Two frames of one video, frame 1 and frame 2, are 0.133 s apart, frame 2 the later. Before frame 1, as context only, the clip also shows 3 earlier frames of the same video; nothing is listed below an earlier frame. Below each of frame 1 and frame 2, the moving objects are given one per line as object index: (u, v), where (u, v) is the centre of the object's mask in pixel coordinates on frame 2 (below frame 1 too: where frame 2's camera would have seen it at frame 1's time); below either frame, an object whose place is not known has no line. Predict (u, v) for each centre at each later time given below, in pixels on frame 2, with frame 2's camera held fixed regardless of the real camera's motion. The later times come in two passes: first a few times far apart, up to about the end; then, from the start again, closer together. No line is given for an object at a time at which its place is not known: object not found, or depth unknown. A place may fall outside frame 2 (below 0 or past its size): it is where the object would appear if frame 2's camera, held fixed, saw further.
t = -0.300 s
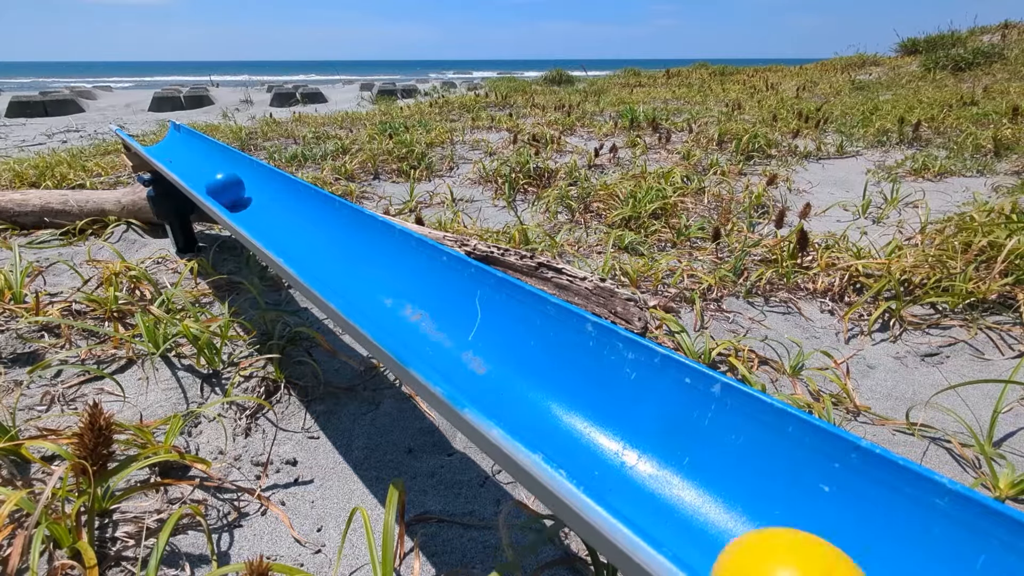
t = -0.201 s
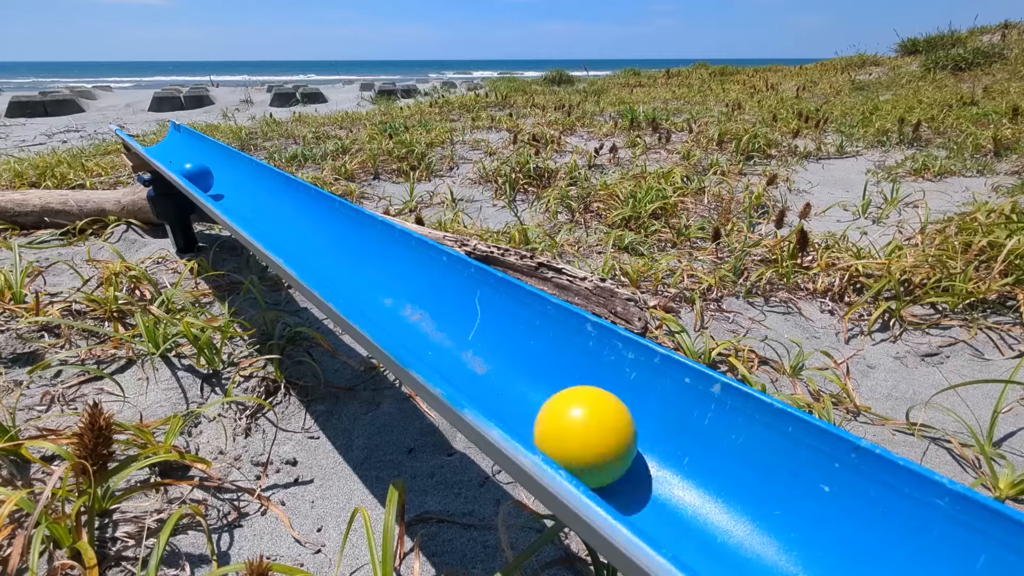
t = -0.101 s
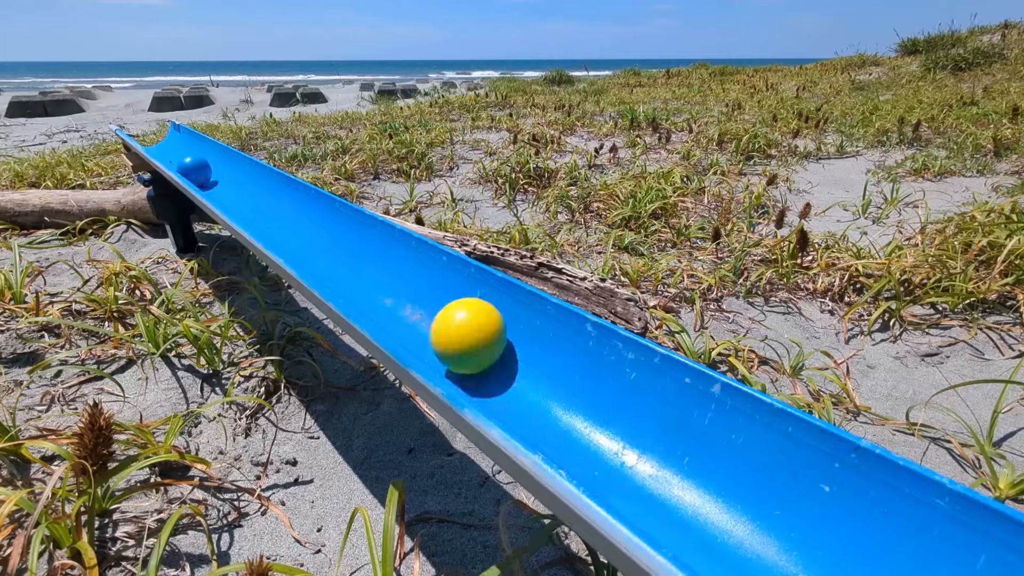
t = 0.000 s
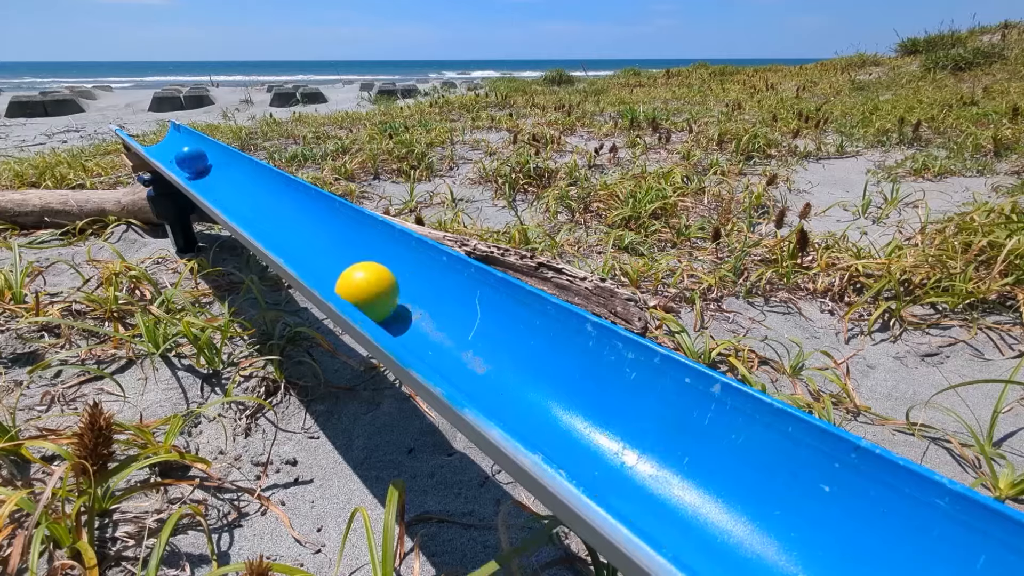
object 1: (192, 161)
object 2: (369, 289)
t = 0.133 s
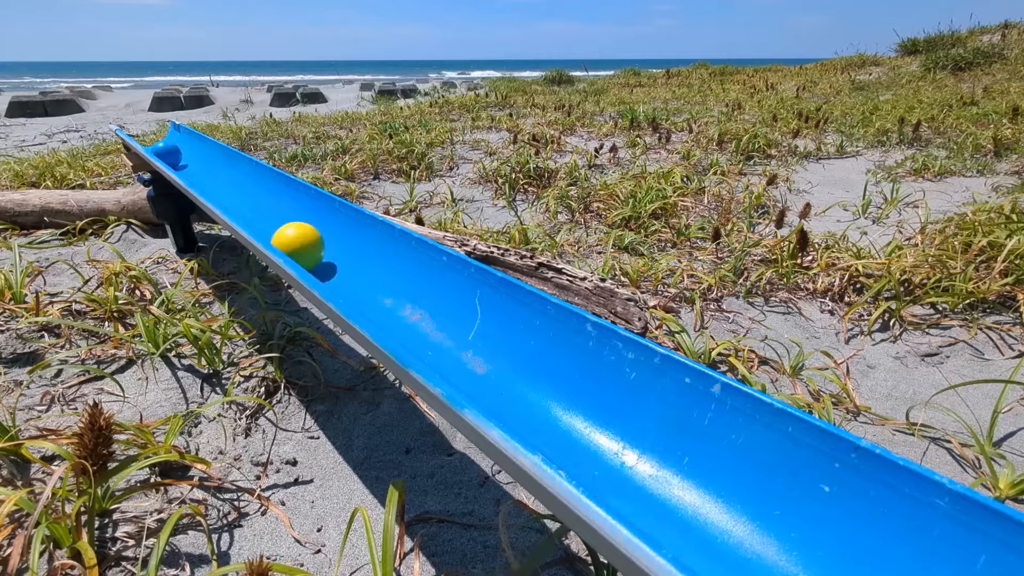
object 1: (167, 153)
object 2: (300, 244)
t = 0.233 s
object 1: (157, 146)
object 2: (278, 217)
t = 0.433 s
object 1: (155, 138)
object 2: (210, 183)
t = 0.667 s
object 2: (188, 159)
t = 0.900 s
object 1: (55, 237)
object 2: (154, 144)
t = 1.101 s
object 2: (149, 135)
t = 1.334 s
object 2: (120, 179)
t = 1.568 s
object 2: (50, 180)
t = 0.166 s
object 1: (161, 149)
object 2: (293, 236)
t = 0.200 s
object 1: (158, 147)
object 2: (285, 227)
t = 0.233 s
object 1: (157, 146)
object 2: (278, 217)
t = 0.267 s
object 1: (157, 146)
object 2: (268, 209)
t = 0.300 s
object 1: (158, 145)
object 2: (257, 204)
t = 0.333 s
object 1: (159, 144)
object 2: (245, 199)
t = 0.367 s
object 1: (159, 141)
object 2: (232, 194)
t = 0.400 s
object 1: (157, 140)
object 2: (220, 189)
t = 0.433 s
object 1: (155, 138)
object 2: (210, 183)
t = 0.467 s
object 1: (151, 137)
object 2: (204, 179)
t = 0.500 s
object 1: (147, 136)
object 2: (201, 176)
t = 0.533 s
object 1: (142, 135)
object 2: (199, 173)
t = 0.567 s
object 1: (138, 134)
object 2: (198, 170)
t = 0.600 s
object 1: (137, 136)
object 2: (196, 166)
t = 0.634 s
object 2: (193, 162)
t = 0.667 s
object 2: (188, 159)
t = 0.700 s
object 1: (132, 181)
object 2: (182, 158)
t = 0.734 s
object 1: (115, 183)
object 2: (175, 155)
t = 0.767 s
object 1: (102, 192)
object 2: (169, 152)
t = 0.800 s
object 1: (89, 206)
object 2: (163, 150)
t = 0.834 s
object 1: (77, 221)
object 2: (158, 147)
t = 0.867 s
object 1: (67, 237)
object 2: (156, 145)
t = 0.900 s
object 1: (55, 237)
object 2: (154, 144)
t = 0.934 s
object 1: (45, 237)
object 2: (154, 142)
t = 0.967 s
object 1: (35, 237)
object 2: (154, 141)
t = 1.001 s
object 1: (29, 237)
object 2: (153, 139)
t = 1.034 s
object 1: (24, 237)
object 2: (152, 137)
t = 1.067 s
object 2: (151, 135)
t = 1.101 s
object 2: (149, 135)
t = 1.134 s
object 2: (146, 134)
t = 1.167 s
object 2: (144, 137)
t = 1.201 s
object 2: (144, 142)
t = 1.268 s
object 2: (137, 175)
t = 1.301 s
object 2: (127, 175)
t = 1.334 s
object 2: (120, 179)
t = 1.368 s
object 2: (108, 180)
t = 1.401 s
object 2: (96, 181)
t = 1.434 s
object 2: (85, 181)
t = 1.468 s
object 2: (74, 180)
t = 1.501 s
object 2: (65, 180)
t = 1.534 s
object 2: (56, 180)
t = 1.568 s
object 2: (50, 180)
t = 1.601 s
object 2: (46, 182)
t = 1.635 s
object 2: (42, 185)
